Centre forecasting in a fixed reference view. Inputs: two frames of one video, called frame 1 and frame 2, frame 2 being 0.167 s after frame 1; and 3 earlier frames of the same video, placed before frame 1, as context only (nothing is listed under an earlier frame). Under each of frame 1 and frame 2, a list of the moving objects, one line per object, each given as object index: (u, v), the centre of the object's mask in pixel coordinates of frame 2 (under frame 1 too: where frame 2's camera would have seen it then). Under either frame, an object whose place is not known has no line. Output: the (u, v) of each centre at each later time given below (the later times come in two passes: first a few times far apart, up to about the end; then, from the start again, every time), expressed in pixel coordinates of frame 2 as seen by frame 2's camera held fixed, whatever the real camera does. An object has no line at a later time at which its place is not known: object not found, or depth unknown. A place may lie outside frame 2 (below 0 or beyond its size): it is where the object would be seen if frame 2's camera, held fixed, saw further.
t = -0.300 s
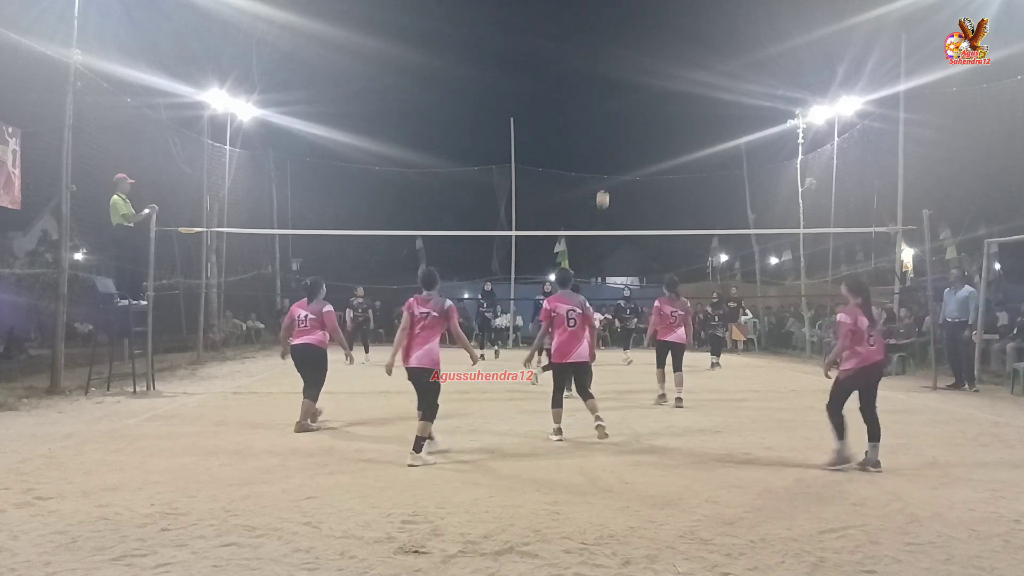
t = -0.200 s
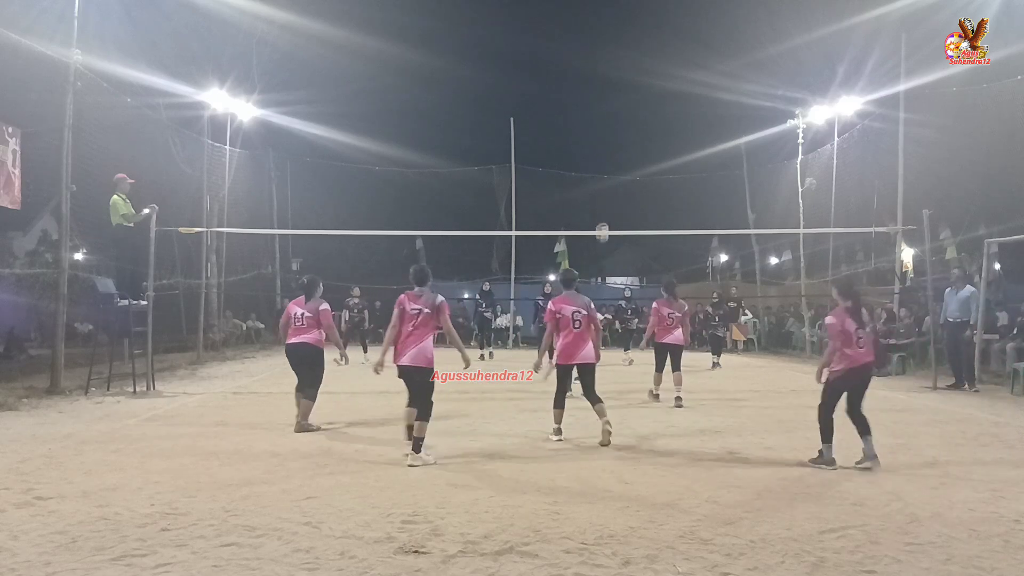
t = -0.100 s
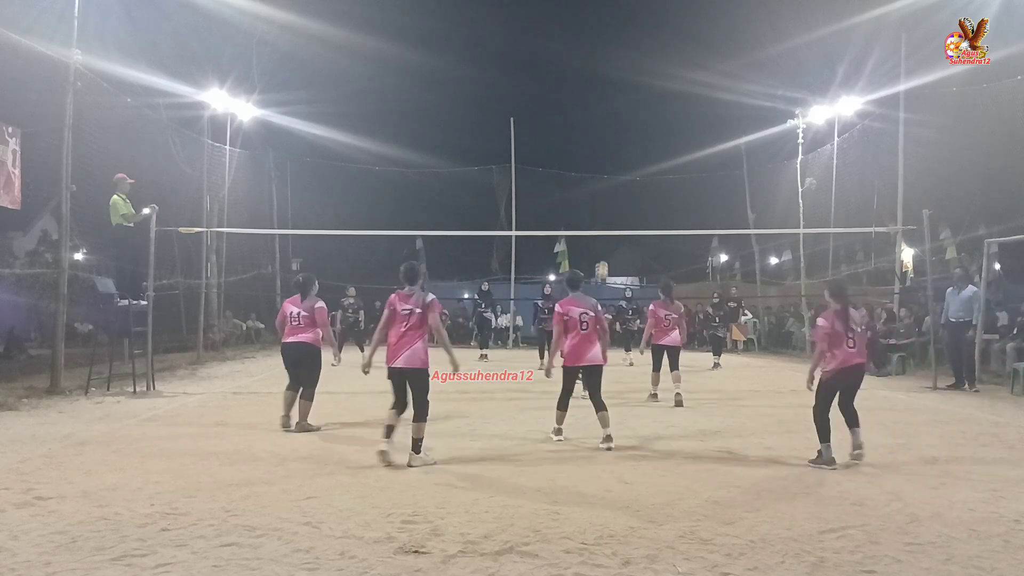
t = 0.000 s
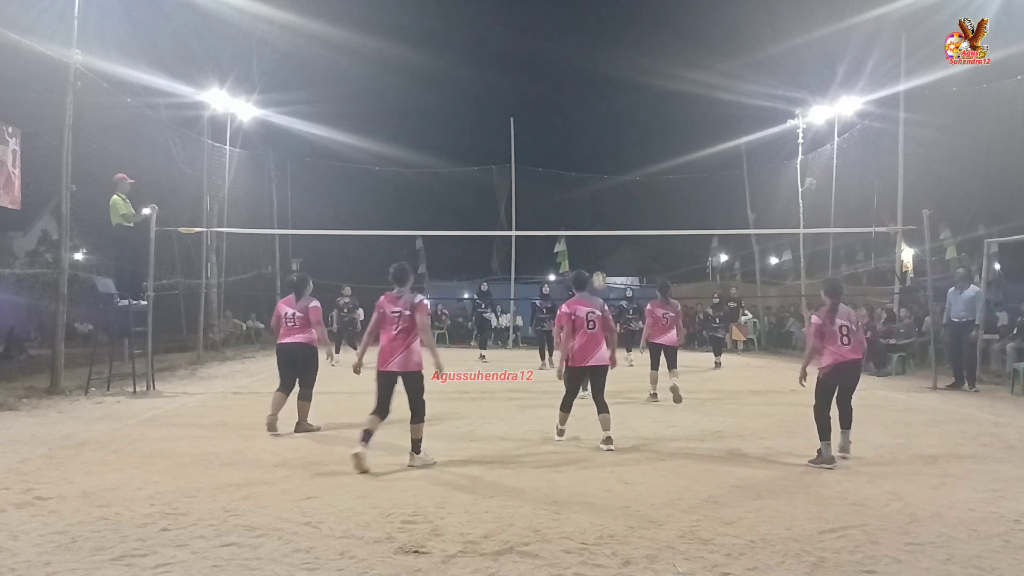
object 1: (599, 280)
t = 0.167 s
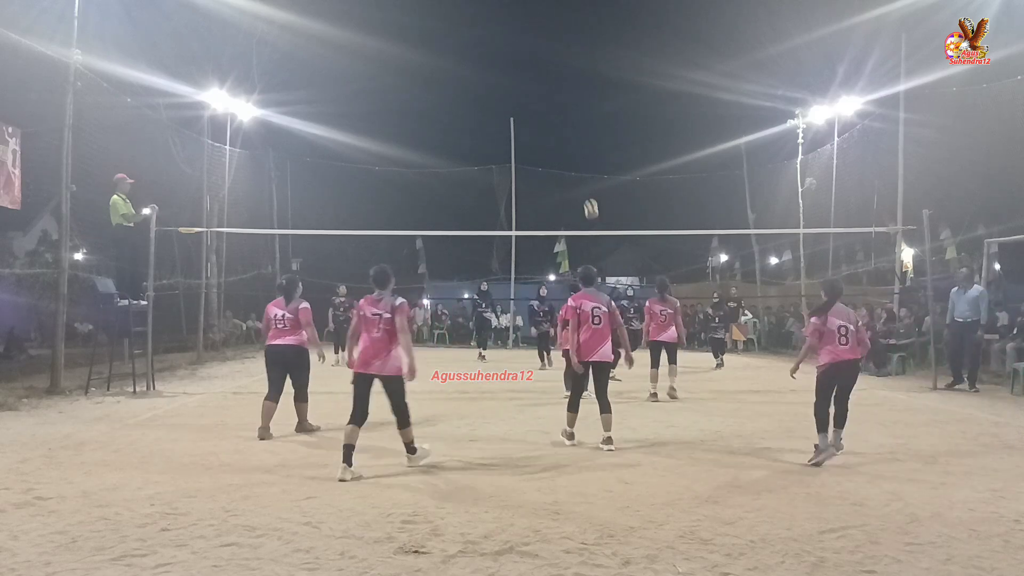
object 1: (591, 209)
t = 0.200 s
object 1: (589, 198)
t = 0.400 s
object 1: (579, 139)
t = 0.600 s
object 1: (568, 104)
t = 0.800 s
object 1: (557, 94)
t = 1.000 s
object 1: (546, 110)
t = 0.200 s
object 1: (589, 198)
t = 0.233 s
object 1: (588, 185)
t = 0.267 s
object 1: (586, 174)
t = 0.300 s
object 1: (584, 165)
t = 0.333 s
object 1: (582, 156)
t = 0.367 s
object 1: (580, 146)
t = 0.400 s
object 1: (579, 139)
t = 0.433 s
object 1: (577, 131)
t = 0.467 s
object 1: (575, 124)
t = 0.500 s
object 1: (573, 118)
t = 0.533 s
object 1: (571, 112)
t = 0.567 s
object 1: (569, 108)
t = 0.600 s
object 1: (568, 104)
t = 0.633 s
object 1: (566, 100)
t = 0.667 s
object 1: (564, 97)
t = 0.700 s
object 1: (562, 96)
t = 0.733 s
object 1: (560, 94)
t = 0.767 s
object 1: (559, 94)
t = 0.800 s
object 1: (557, 94)
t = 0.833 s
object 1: (555, 95)
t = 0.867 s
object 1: (553, 97)
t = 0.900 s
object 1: (551, 99)
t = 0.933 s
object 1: (549, 102)
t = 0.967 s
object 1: (547, 105)
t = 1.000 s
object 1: (546, 110)
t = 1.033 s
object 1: (544, 115)
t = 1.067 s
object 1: (542, 121)
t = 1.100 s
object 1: (540, 128)
